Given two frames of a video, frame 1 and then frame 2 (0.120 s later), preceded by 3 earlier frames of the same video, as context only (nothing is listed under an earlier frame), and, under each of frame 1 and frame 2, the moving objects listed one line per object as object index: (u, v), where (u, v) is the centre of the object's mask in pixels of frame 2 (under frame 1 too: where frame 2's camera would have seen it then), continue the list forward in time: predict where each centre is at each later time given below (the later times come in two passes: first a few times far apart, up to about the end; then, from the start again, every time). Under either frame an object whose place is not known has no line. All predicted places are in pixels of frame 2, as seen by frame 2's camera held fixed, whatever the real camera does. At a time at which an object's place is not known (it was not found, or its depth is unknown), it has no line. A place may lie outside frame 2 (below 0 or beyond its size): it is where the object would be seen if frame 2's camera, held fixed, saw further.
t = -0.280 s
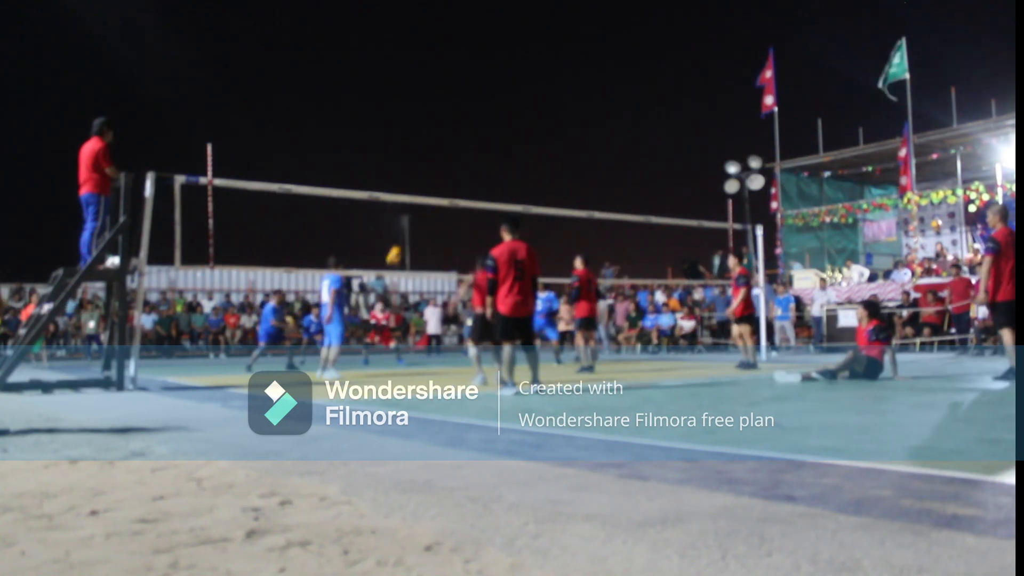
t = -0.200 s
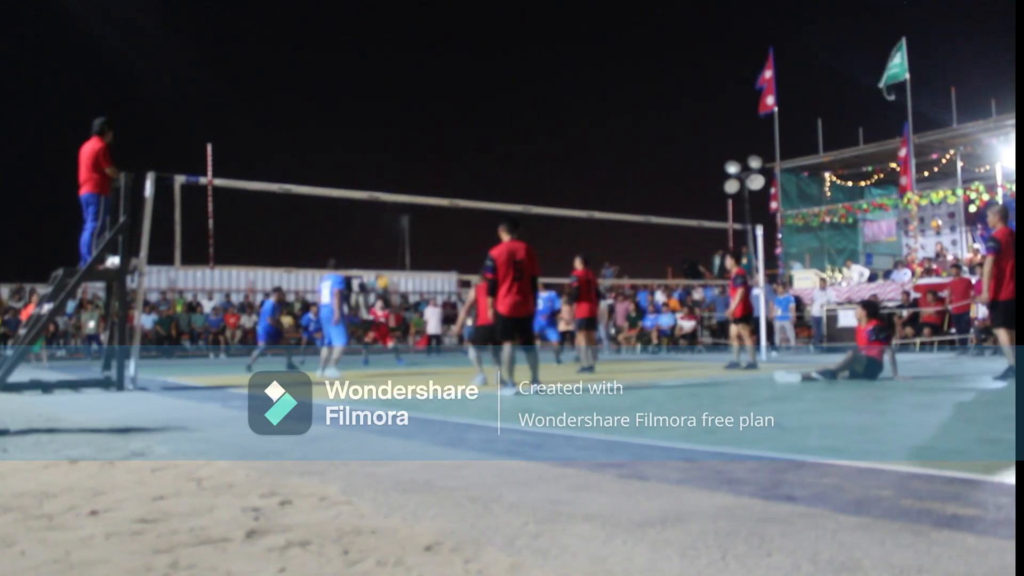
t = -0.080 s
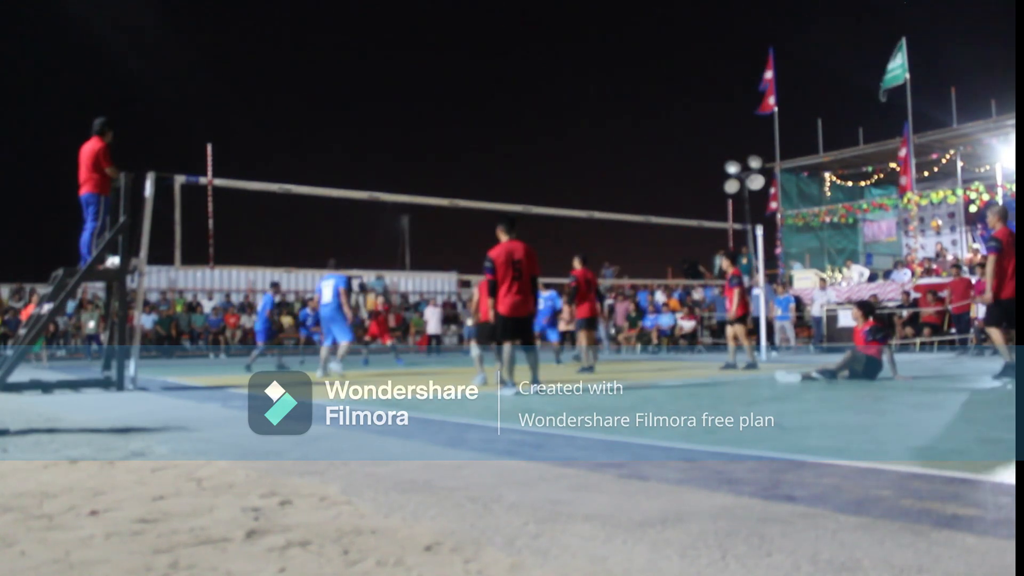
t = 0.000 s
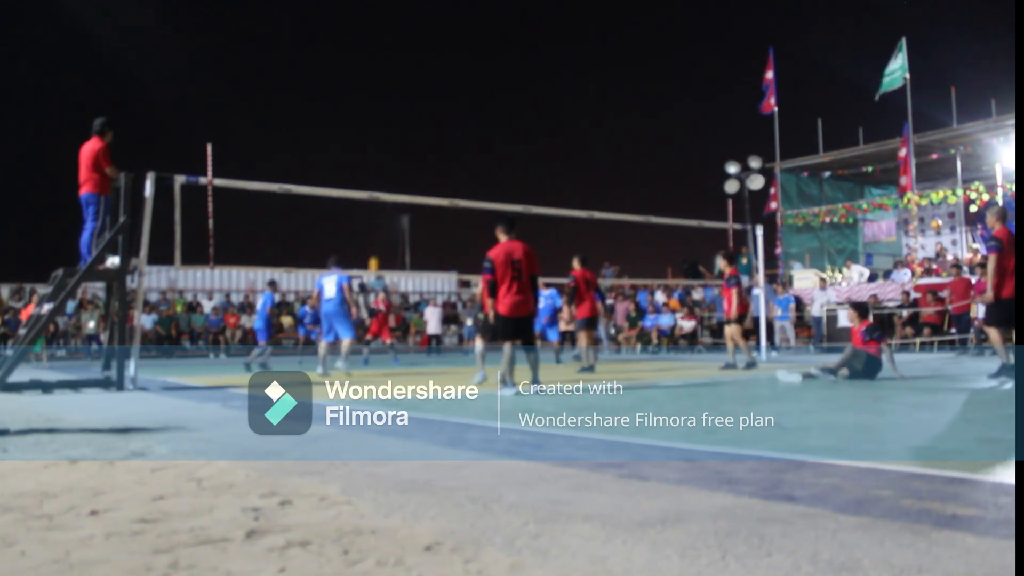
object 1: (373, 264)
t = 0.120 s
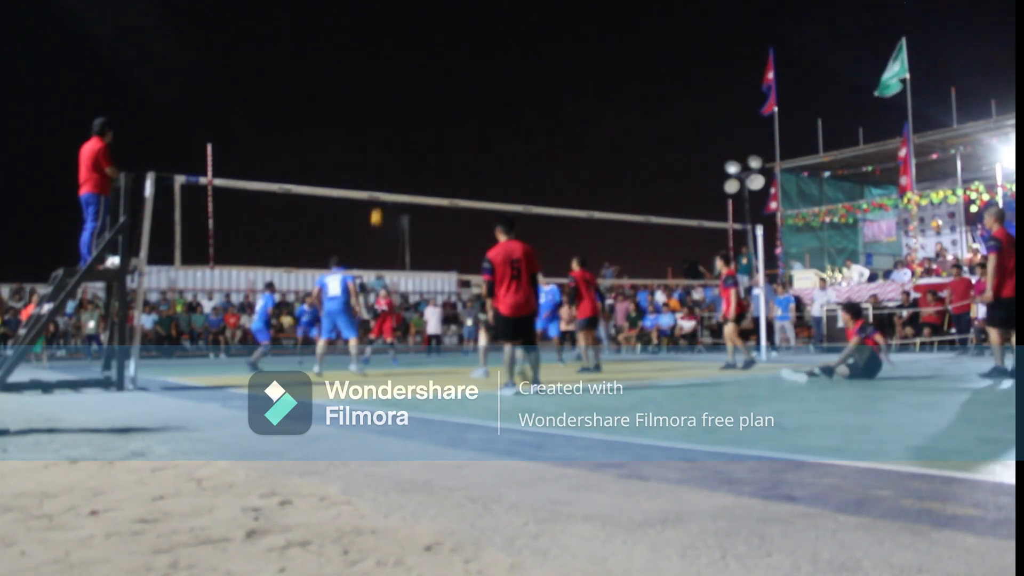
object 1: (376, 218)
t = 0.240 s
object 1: (379, 175)
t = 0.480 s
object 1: (386, 110)
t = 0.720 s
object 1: (393, 72)
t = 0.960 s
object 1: (400, 62)
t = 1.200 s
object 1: (407, 82)
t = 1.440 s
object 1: (415, 135)
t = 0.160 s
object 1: (377, 204)
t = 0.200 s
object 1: (378, 186)
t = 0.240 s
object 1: (379, 175)
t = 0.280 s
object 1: (381, 162)
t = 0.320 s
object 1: (382, 150)
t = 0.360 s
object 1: (383, 139)
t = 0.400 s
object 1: (384, 129)
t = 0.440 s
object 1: (385, 119)
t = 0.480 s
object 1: (386, 110)
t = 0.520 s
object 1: (387, 101)
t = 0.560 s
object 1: (388, 94)
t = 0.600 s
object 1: (389, 88)
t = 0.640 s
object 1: (391, 82)
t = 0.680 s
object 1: (392, 77)
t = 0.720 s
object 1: (393, 72)
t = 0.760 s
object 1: (394, 68)
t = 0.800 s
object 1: (395, 66)
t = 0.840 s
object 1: (396, 64)
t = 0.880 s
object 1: (397, 62)
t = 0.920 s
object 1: (399, 62)
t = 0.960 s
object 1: (400, 62)
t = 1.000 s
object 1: (401, 64)
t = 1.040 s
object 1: (402, 65)
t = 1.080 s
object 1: (404, 68)
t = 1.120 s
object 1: (405, 72)
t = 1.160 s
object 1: (406, 77)
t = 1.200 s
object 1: (407, 82)
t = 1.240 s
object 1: (408, 88)
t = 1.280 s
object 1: (410, 95)
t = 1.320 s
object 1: (411, 104)
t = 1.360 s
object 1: (412, 113)
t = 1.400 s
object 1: (414, 123)
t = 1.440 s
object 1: (415, 135)
